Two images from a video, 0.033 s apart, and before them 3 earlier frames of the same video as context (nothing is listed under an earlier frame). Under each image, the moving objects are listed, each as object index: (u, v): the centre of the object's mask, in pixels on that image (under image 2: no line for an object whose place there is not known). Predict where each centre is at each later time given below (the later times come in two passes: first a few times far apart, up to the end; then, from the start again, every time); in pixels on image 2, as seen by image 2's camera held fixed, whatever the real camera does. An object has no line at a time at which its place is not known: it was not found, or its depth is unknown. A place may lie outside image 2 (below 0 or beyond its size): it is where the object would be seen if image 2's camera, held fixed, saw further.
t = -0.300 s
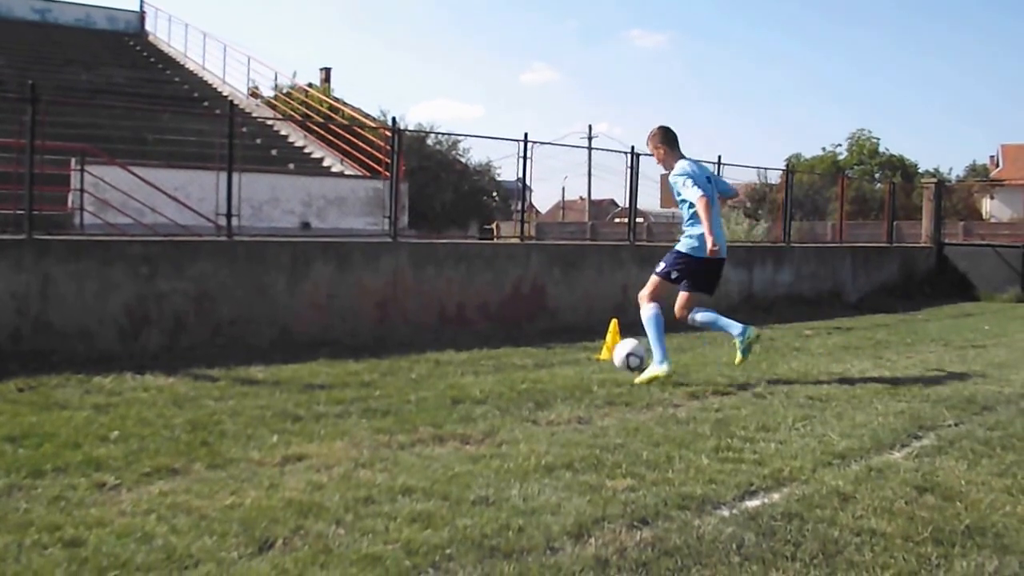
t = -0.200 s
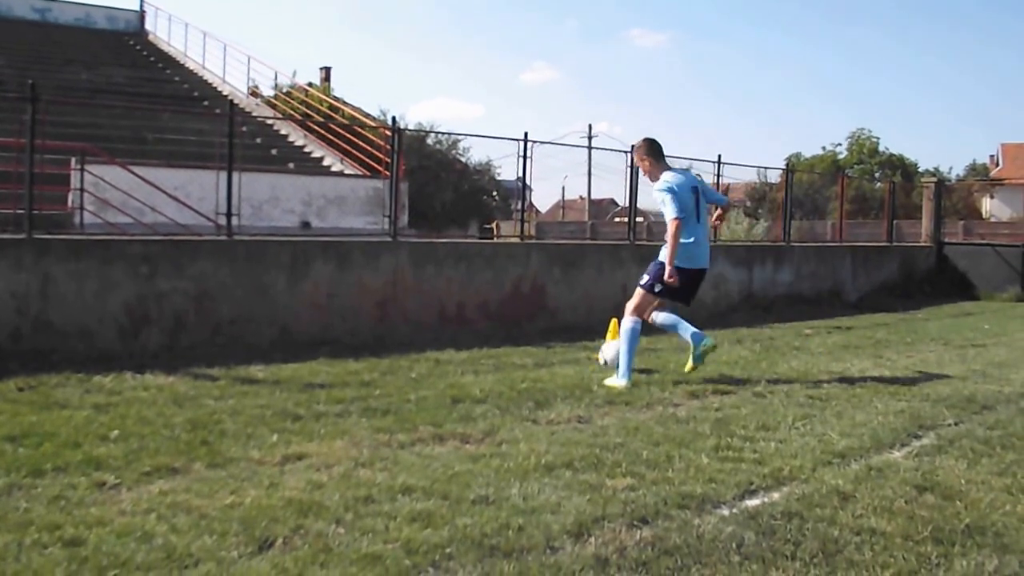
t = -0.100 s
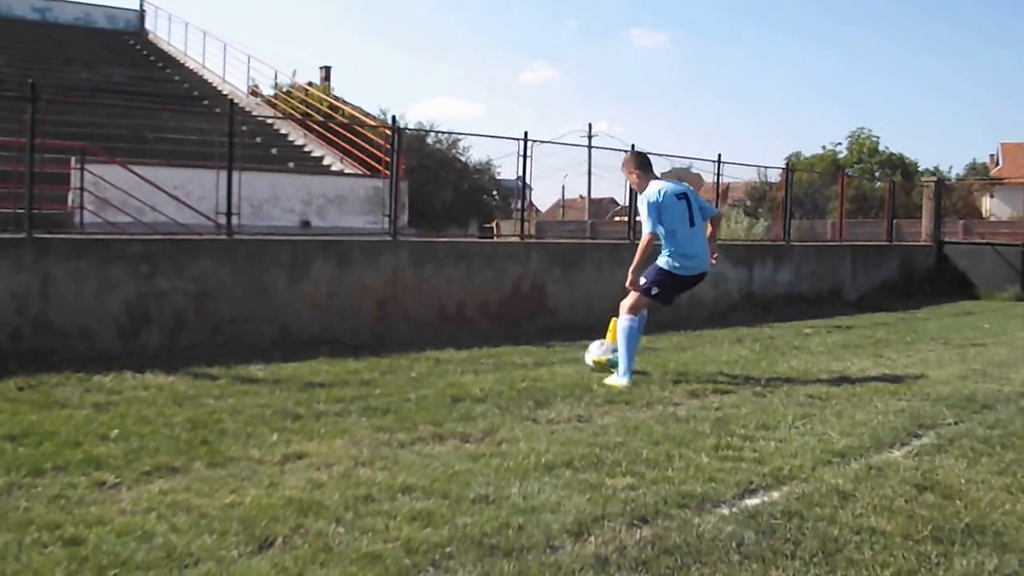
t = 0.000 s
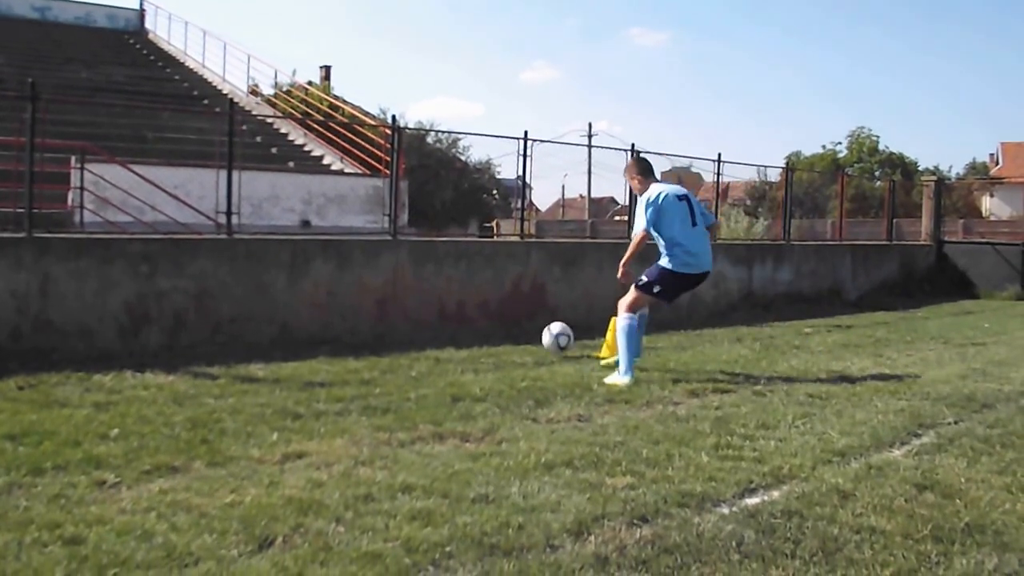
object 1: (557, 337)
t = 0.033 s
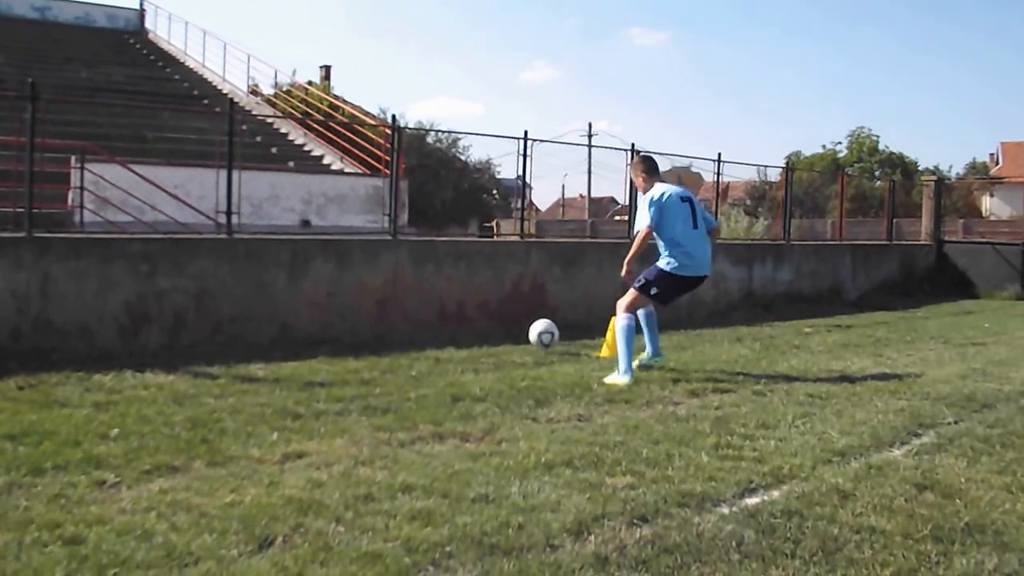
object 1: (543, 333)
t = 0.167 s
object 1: (500, 328)
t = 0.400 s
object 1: (520, 315)
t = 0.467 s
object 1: (541, 324)
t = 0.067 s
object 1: (530, 332)
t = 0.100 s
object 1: (519, 332)
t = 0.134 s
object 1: (508, 332)
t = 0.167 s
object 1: (500, 328)
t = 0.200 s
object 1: (492, 322)
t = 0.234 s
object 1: (486, 319)
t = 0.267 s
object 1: (480, 315)
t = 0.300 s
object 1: (489, 314)
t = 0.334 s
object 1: (499, 313)
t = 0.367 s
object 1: (510, 313)
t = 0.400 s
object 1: (520, 315)
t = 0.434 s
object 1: (531, 319)
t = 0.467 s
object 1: (541, 324)
